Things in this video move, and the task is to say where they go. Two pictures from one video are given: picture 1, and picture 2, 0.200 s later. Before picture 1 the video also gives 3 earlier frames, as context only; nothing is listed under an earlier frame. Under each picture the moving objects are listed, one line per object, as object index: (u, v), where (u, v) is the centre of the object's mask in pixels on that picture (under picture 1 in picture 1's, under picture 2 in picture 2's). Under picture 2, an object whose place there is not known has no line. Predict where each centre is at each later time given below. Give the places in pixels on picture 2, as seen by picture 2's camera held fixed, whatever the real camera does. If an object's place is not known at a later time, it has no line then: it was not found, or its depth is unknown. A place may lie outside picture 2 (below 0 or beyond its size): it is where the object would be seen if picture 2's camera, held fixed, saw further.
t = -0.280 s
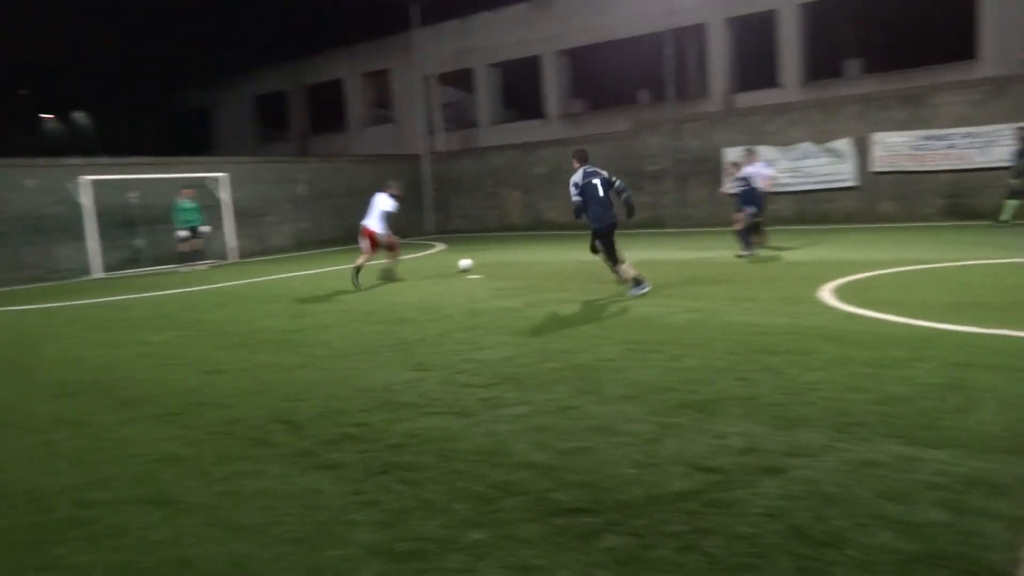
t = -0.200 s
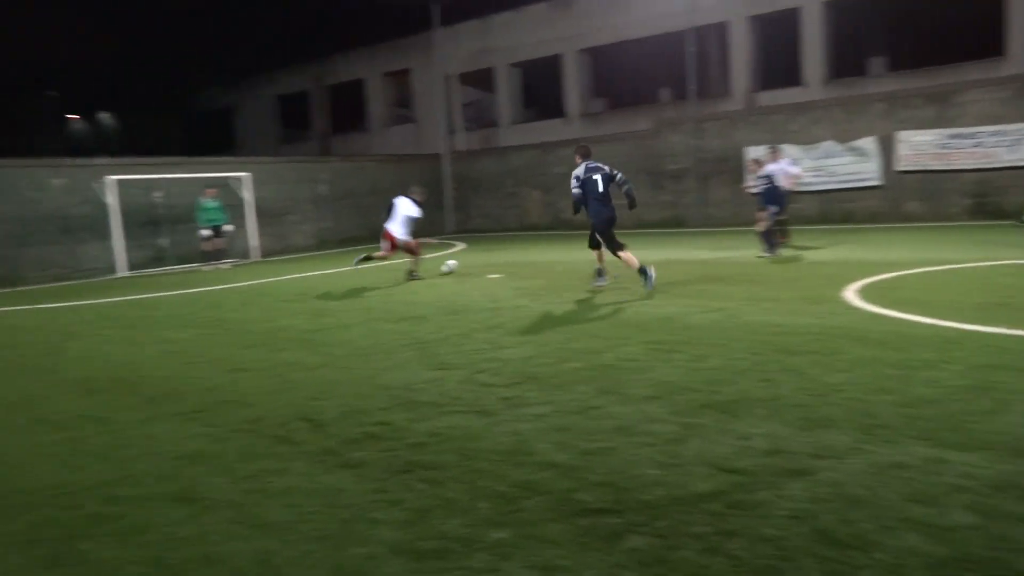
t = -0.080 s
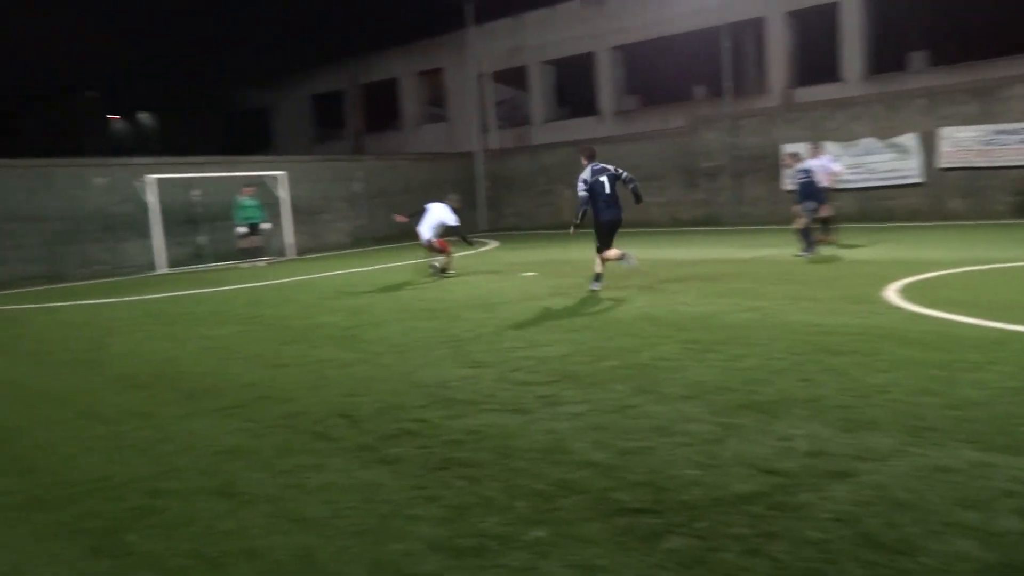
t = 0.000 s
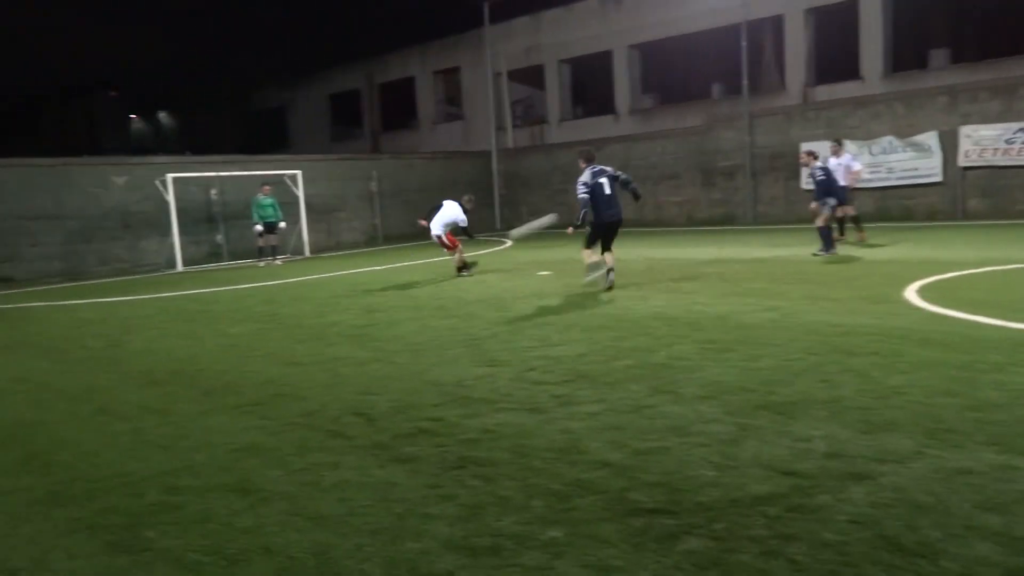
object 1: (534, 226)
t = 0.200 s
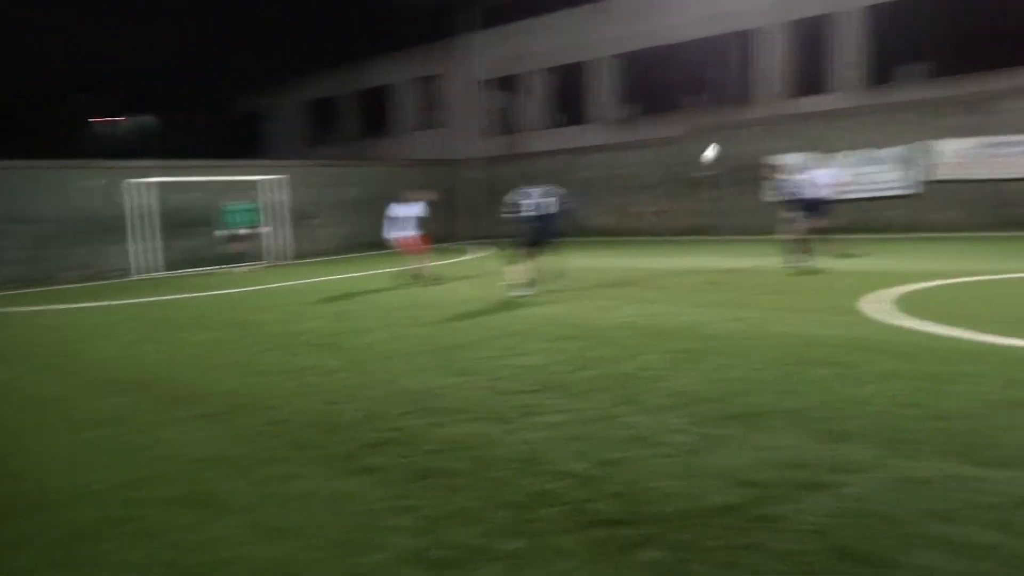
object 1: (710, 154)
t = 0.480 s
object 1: (989, 73)
